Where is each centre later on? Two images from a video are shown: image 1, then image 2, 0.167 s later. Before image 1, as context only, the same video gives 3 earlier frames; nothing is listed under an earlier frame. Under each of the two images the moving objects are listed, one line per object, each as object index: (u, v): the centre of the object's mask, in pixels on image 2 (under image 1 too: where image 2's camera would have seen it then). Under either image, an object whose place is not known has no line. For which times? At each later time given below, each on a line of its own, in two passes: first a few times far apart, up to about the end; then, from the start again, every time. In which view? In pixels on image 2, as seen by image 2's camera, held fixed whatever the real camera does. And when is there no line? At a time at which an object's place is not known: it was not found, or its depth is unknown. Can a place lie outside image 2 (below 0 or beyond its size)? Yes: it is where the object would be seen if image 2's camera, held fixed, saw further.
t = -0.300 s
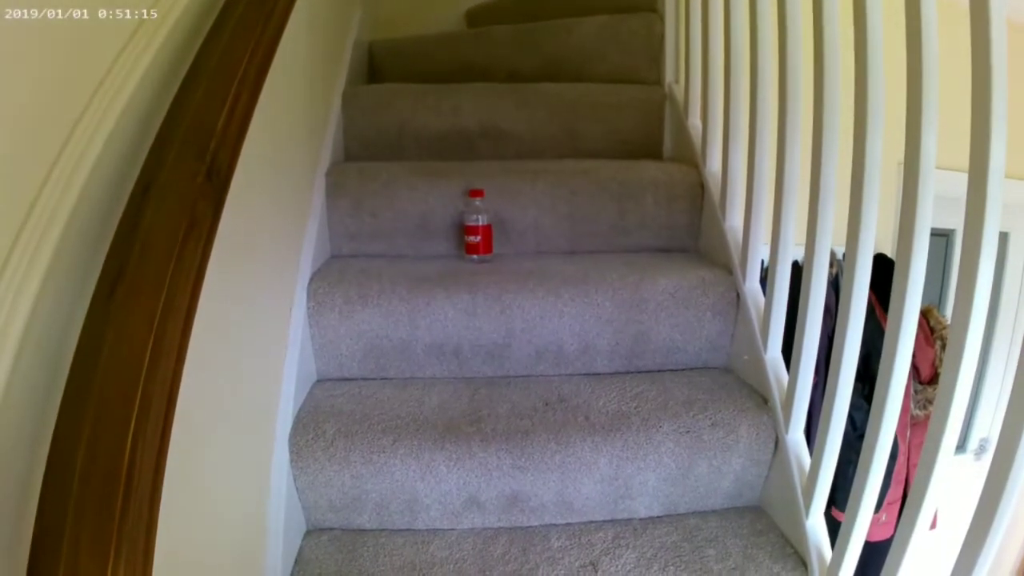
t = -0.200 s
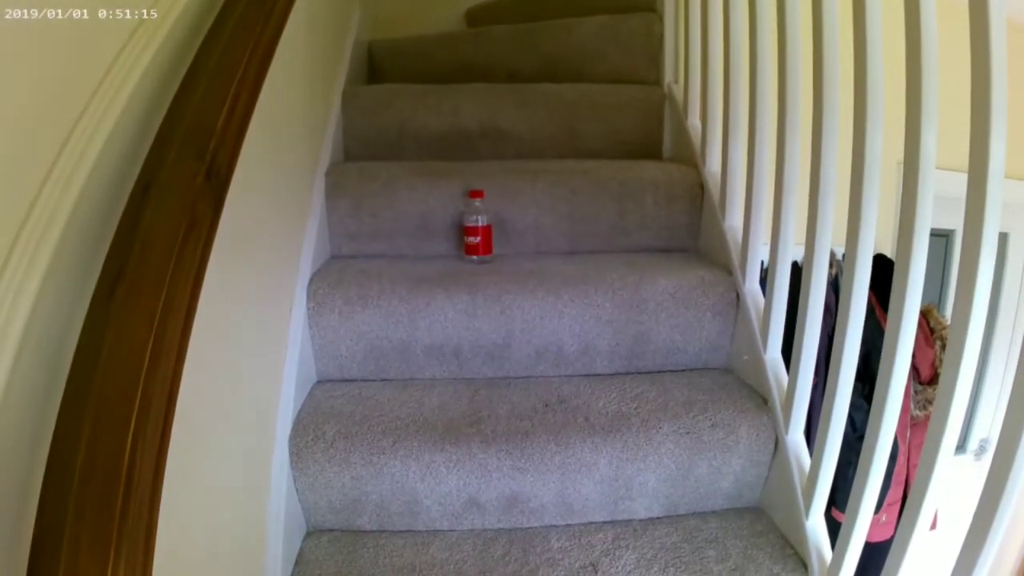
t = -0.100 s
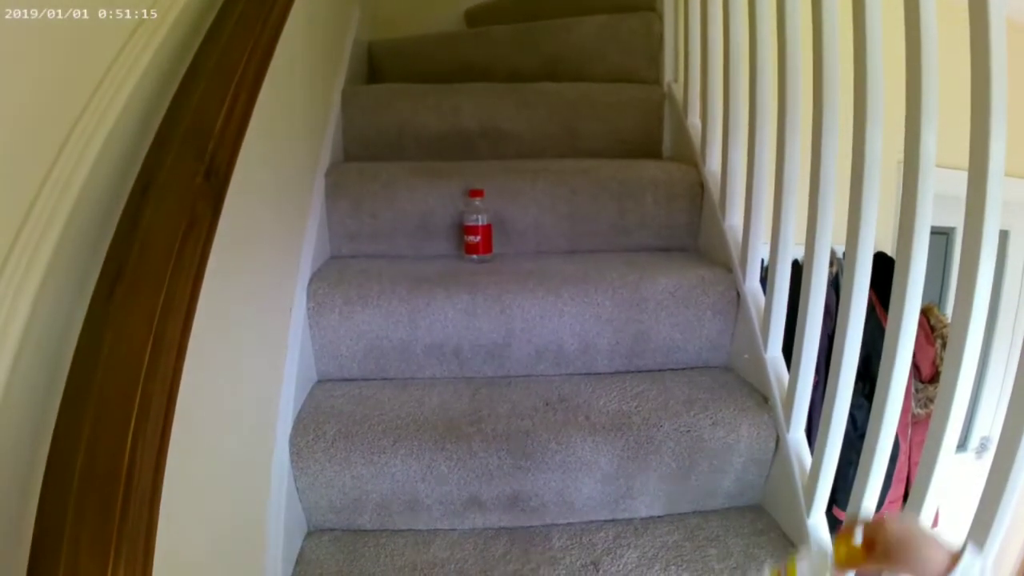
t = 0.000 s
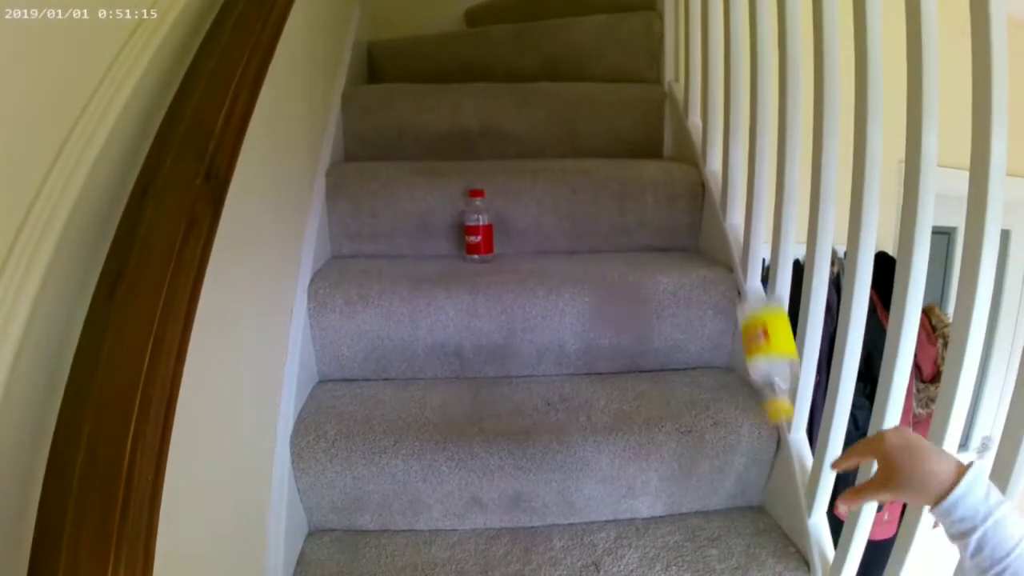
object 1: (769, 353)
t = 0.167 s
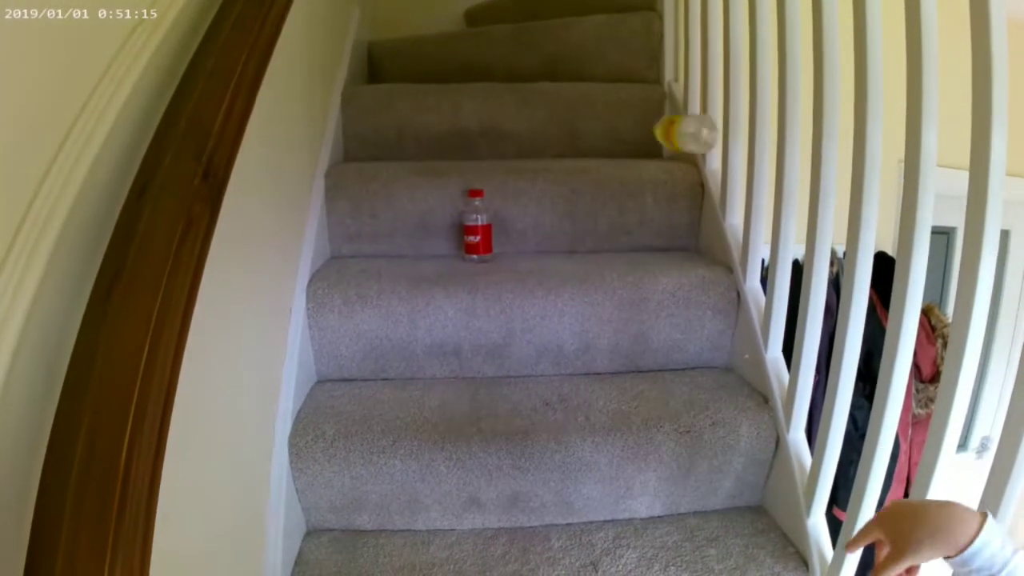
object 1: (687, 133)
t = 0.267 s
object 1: (645, 124)
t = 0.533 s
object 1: (614, 249)
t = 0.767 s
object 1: (630, 256)
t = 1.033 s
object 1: (662, 354)
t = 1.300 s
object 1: (708, 411)
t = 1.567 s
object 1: (769, 541)
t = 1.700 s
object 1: (785, 568)
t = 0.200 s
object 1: (671, 126)
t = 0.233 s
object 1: (657, 122)
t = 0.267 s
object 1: (645, 124)
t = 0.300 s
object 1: (634, 130)
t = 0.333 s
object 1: (626, 146)
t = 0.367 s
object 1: (617, 164)
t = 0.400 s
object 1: (611, 185)
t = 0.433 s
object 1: (613, 201)
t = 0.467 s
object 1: (612, 228)
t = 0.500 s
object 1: (614, 247)
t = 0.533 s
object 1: (614, 249)
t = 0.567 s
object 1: (616, 248)
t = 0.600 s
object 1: (618, 250)
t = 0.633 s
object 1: (620, 252)
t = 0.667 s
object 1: (622, 253)
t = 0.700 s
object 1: (624, 254)
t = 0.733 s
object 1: (627, 256)
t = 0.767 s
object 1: (630, 256)
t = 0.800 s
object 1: (633, 258)
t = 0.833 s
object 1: (636, 260)
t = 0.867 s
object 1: (641, 263)
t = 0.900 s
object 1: (647, 269)
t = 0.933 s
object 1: (651, 280)
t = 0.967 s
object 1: (653, 301)
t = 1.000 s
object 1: (657, 325)
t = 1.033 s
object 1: (662, 354)
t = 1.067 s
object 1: (668, 380)
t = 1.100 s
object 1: (676, 378)
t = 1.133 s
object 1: (682, 379)
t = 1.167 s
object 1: (693, 388)
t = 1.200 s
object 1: (699, 395)
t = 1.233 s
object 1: (701, 398)
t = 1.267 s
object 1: (705, 403)
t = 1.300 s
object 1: (708, 411)
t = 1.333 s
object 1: (716, 426)
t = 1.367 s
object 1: (724, 448)
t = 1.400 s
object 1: (730, 478)
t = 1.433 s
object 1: (735, 512)
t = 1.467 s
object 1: (745, 518)
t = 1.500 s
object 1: (753, 523)
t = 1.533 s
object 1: (761, 530)
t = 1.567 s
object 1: (769, 541)
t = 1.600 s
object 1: (775, 557)
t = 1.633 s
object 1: (773, 563)
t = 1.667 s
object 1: (778, 564)
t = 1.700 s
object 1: (785, 568)
